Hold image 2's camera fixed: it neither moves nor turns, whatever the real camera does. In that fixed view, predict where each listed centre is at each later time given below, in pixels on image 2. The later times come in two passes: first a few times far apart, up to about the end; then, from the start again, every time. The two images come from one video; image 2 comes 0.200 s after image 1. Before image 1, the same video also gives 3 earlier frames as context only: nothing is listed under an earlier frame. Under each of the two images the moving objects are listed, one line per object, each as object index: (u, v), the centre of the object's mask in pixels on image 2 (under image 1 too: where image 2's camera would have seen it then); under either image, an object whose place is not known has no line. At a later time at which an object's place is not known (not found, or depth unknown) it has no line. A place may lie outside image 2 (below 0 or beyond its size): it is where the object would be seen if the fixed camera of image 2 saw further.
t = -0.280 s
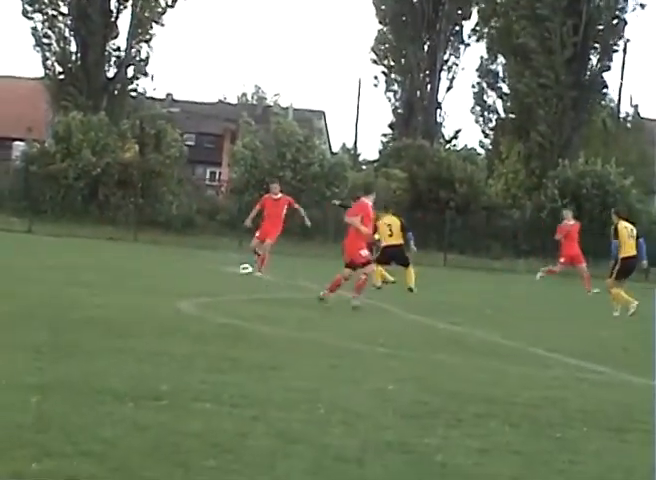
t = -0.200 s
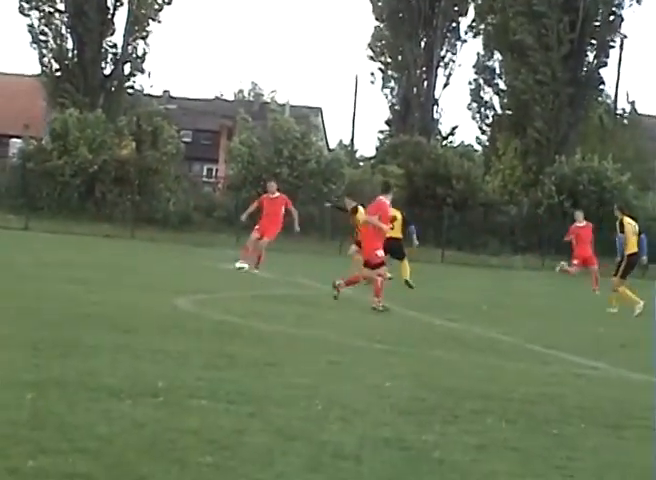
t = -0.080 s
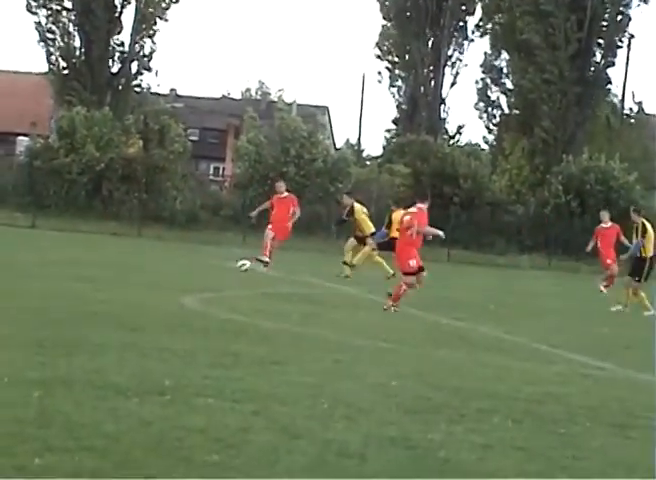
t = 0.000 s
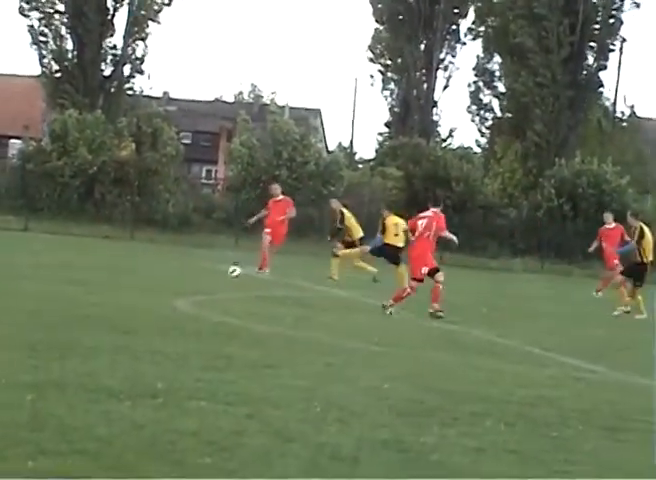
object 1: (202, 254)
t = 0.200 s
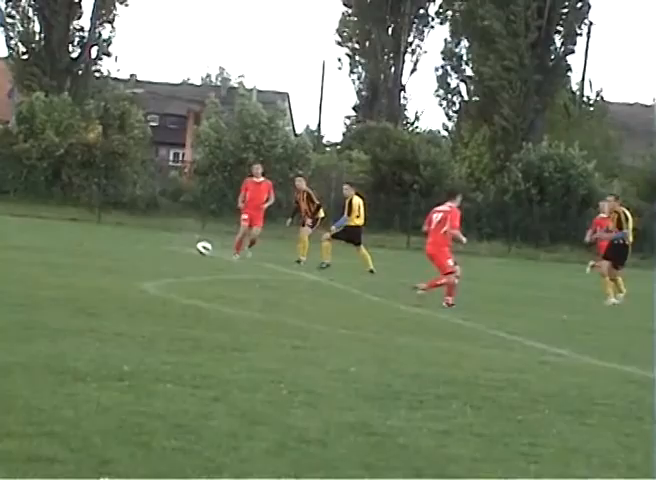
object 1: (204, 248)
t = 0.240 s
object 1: (204, 248)
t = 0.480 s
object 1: (211, 257)
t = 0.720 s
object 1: (217, 272)
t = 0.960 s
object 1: (224, 281)
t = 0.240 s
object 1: (204, 248)
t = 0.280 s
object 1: (205, 253)
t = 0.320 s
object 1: (206, 258)
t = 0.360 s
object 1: (207, 264)
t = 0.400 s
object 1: (208, 263)
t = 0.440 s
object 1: (210, 259)
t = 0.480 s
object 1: (211, 257)
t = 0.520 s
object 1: (213, 256)
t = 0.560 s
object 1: (214, 256)
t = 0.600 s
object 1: (215, 258)
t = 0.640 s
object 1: (216, 261)
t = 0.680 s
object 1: (217, 266)
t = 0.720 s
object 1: (217, 272)
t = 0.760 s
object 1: (218, 279)
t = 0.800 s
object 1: (219, 279)
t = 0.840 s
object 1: (220, 278)
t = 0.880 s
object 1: (222, 277)
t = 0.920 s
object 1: (223, 278)
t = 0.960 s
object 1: (224, 281)
